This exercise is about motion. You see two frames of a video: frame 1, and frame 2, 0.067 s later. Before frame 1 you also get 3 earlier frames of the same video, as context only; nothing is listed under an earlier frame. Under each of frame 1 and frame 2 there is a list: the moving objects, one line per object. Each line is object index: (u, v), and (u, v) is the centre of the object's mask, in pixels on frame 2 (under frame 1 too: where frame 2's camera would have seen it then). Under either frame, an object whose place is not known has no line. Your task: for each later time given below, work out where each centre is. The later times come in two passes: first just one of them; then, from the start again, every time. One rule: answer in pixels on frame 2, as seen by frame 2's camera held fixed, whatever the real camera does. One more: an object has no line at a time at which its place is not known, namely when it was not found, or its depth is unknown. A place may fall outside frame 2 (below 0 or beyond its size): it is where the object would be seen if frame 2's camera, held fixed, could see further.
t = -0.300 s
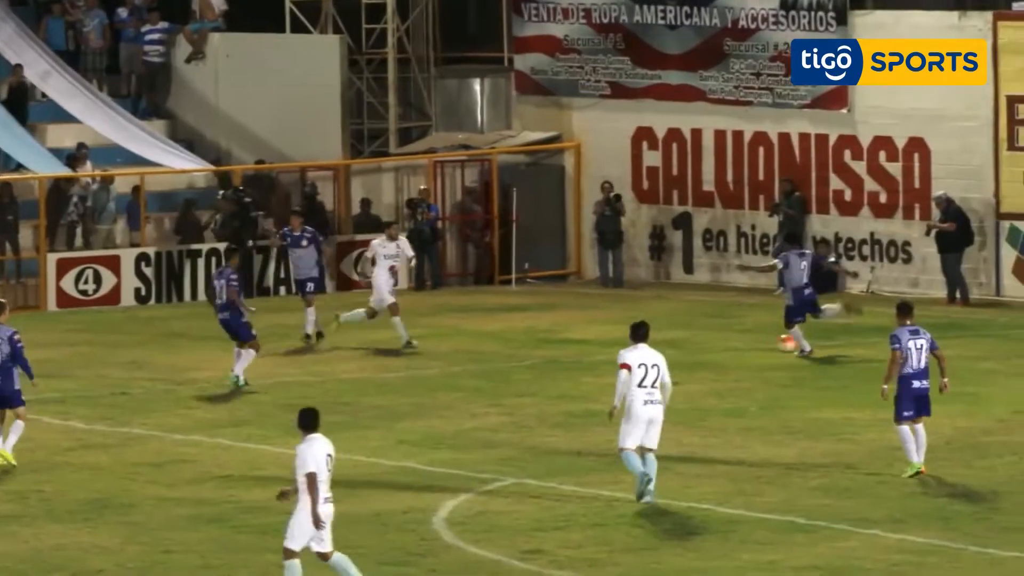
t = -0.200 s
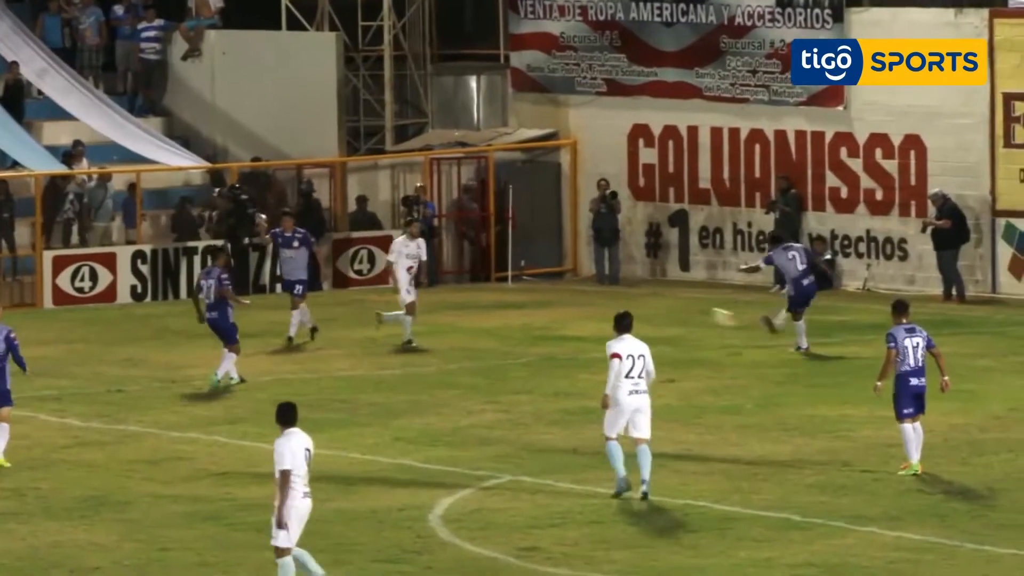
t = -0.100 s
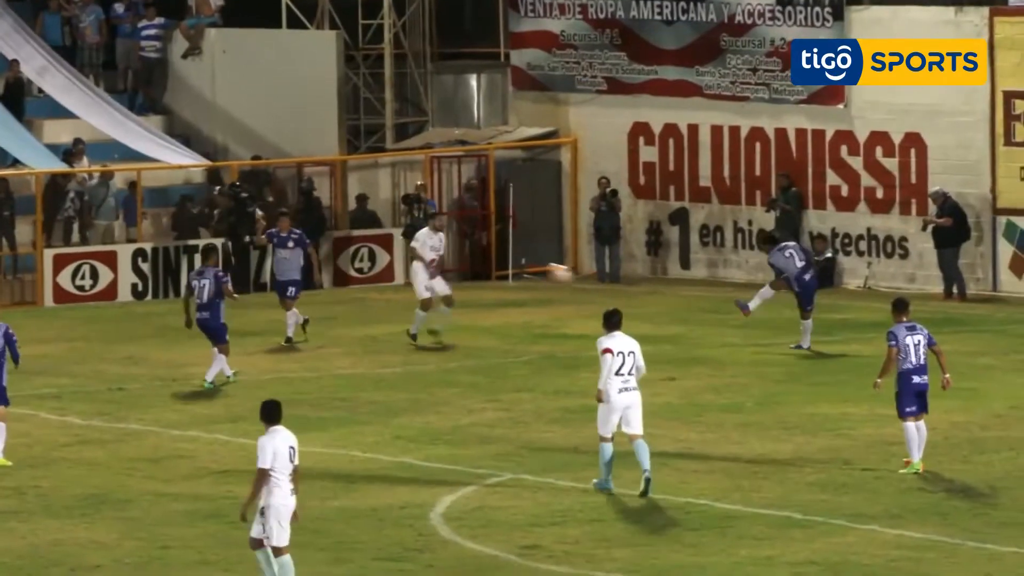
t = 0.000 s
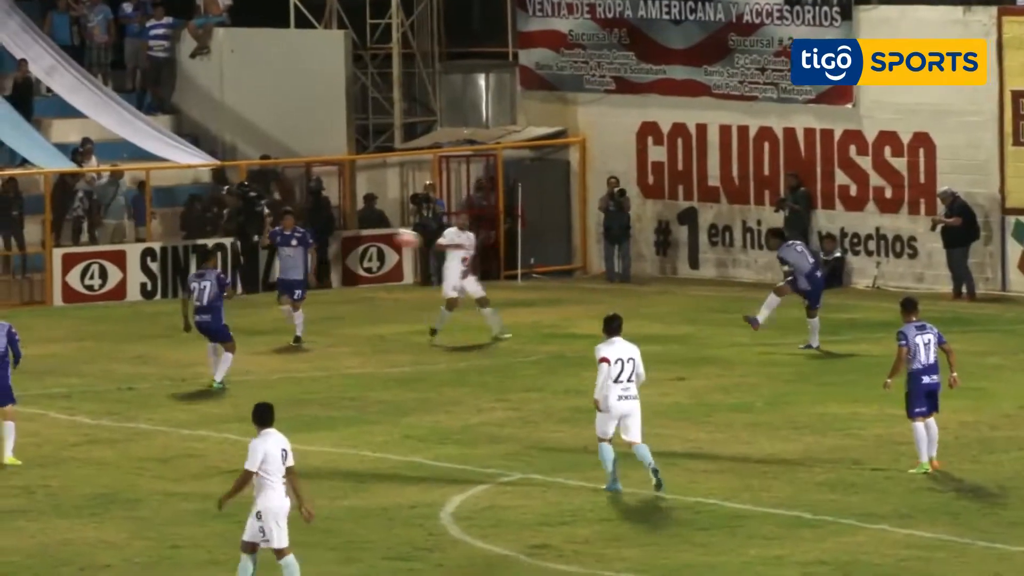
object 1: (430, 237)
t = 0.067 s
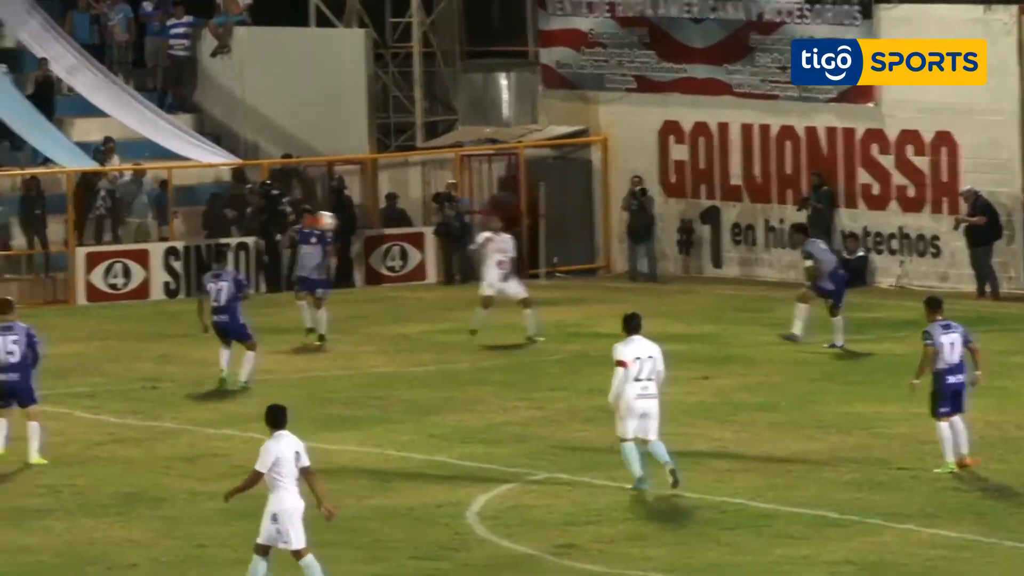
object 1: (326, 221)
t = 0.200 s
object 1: (120, 198)
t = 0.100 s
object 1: (273, 214)
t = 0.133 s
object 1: (223, 207)
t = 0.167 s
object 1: (172, 203)
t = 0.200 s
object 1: (120, 198)
